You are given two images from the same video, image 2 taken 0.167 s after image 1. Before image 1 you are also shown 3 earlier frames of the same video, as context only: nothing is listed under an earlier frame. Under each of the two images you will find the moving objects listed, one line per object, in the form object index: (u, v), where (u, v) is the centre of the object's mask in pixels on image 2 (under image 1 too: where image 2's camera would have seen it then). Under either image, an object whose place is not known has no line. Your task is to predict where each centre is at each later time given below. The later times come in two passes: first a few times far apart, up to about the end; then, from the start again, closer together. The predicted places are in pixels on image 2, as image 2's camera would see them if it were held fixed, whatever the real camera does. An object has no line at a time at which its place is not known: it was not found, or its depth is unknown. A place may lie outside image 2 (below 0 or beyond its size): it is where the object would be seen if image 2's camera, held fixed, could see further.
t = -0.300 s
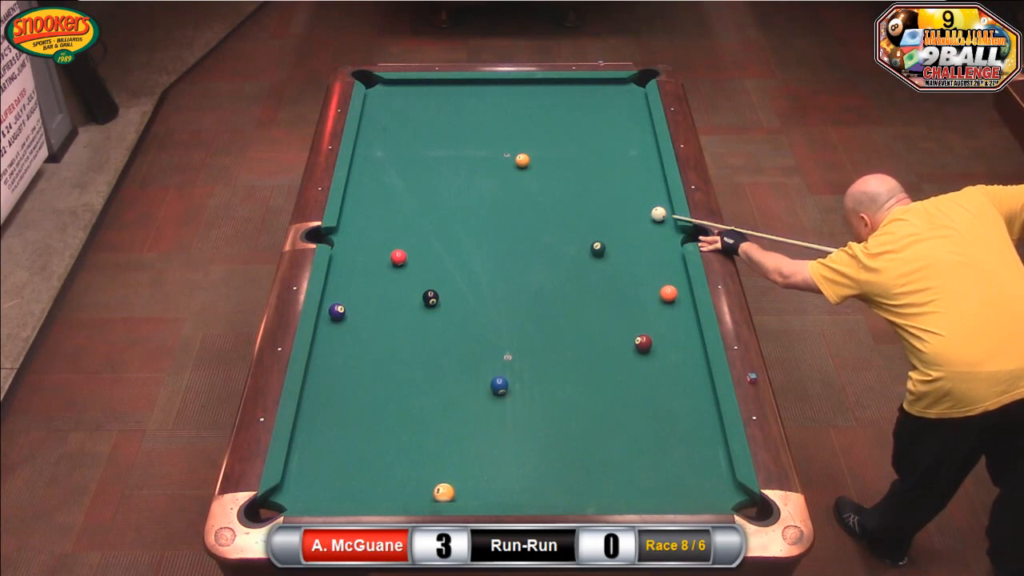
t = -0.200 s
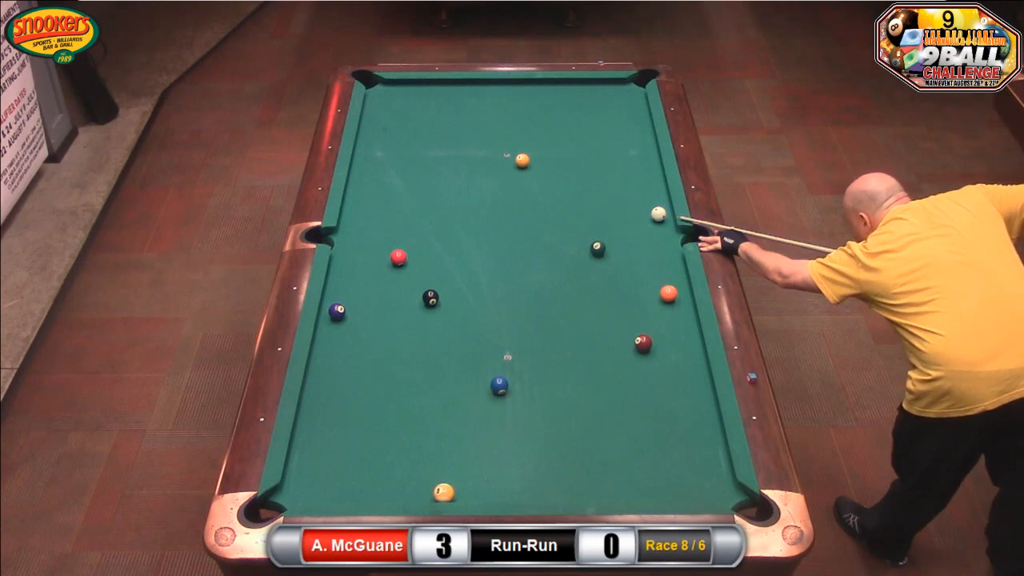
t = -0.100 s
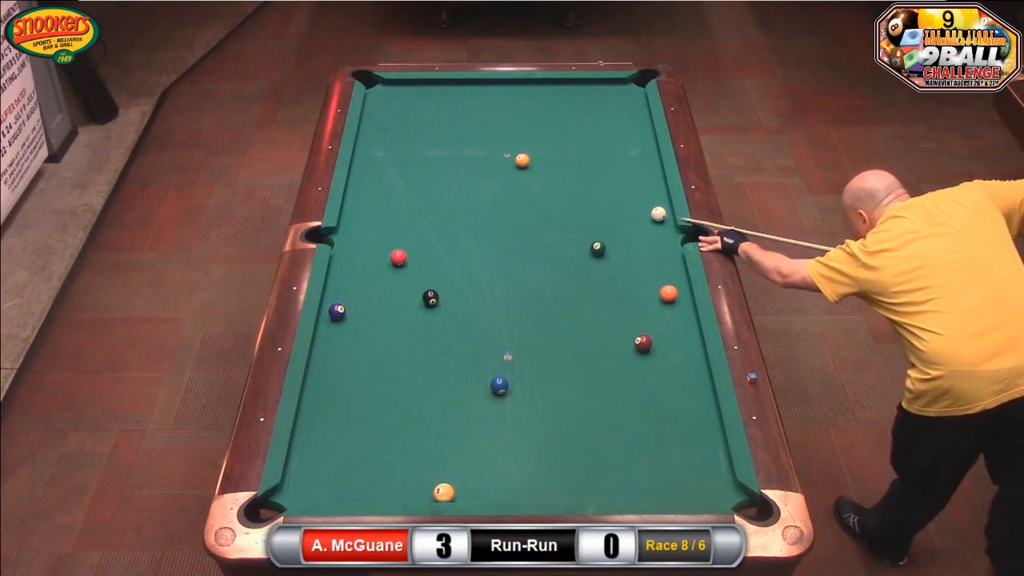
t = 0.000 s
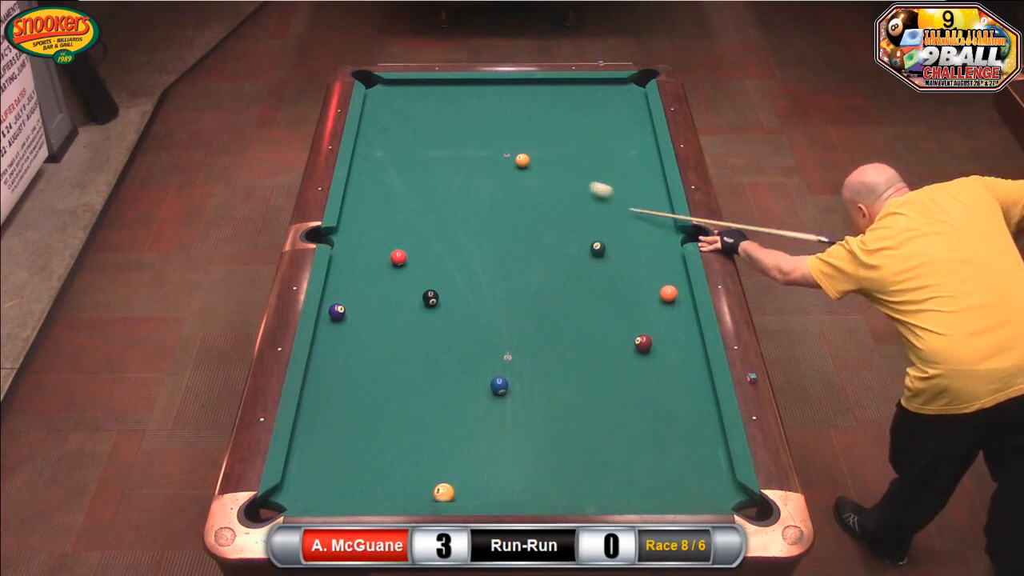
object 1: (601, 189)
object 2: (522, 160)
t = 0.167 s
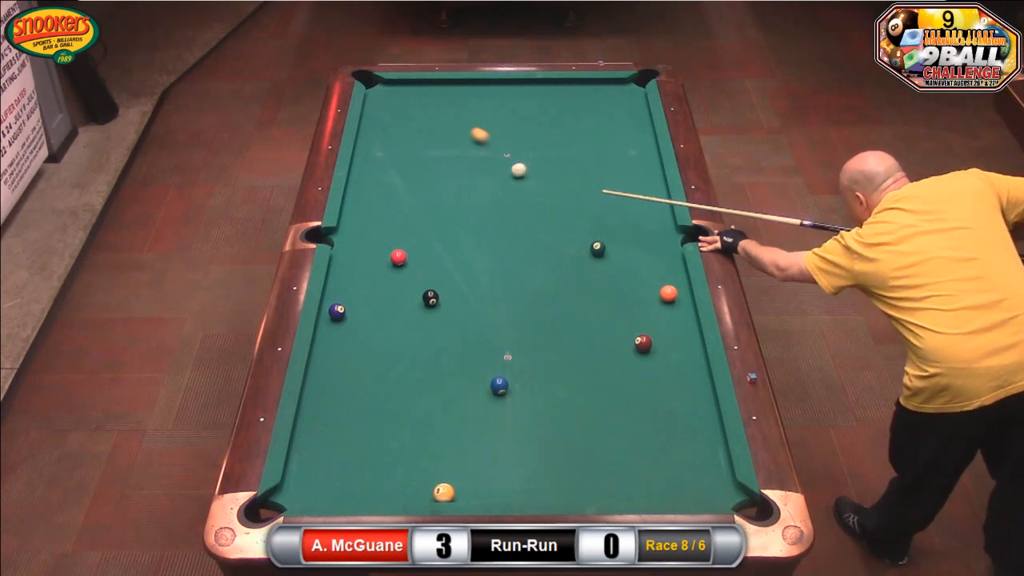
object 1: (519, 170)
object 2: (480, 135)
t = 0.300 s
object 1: (496, 174)
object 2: (419, 101)
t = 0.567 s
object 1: (450, 183)
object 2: (399, 91)
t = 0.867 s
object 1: (398, 193)
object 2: (459, 99)
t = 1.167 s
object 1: (348, 202)
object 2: (518, 107)
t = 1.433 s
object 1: (373, 212)
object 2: (570, 114)
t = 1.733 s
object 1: (400, 223)
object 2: (628, 121)
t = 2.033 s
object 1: (426, 234)
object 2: (629, 124)
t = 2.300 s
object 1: (448, 243)
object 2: (605, 123)
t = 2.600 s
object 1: (471, 253)
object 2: (580, 123)
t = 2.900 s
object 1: (494, 263)
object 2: (557, 123)
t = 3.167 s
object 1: (513, 271)
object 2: (538, 123)
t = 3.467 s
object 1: (533, 279)
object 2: (519, 123)
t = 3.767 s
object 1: (552, 286)
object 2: (501, 122)
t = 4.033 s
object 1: (568, 293)
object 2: (487, 122)
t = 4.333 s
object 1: (584, 299)
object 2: (473, 122)
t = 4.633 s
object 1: (598, 304)
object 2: (461, 122)
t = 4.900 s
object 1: (609, 308)
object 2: (451, 121)
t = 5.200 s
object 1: (620, 312)
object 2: (443, 121)
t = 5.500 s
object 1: (629, 315)
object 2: (436, 121)
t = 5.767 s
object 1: (635, 317)
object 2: (431, 122)
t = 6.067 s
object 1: (640, 319)
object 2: (427, 122)
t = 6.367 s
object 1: (642, 320)
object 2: (425, 122)
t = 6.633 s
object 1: (642, 320)
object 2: (425, 122)
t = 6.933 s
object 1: (642, 320)
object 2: (425, 122)
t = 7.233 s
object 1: (642, 320)
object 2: (425, 122)
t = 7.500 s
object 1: (642, 320)
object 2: (425, 122)
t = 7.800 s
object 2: (425, 122)
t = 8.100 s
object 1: (642, 320)
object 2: (425, 122)
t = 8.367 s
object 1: (642, 320)
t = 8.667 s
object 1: (642, 320)
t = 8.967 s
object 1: (642, 320)
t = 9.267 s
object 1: (642, 320)
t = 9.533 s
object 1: (642, 320)
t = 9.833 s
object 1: (642, 320)
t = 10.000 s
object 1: (642, 320)
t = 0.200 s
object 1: (513, 171)
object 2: (463, 126)
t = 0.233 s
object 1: (507, 172)
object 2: (448, 117)
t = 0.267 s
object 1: (502, 173)
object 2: (433, 109)
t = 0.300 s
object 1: (496, 174)
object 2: (419, 101)
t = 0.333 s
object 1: (490, 175)
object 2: (405, 93)
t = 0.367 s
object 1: (484, 176)
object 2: (392, 86)
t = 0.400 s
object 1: (478, 178)
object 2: (381, 83)
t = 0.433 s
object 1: (472, 179)
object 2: (372, 87)
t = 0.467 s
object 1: (467, 180)
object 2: (377, 88)
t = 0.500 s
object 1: (461, 181)
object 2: (385, 89)
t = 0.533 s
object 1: (455, 182)
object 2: (392, 90)
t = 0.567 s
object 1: (450, 183)
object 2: (399, 91)
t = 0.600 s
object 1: (444, 184)
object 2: (406, 92)
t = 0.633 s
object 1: (438, 185)
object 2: (413, 93)
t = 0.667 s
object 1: (432, 186)
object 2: (419, 94)
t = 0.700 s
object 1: (426, 187)
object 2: (426, 95)
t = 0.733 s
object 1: (421, 188)
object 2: (433, 96)
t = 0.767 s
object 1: (415, 189)
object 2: (439, 97)
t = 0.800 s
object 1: (410, 191)
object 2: (446, 98)
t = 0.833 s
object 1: (404, 192)
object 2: (452, 98)
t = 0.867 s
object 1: (398, 193)
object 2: (459, 99)
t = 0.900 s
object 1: (393, 194)
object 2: (466, 100)
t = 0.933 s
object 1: (387, 195)
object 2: (472, 101)
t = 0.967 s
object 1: (381, 196)
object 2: (478, 101)
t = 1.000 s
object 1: (376, 197)
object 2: (485, 102)
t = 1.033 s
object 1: (370, 198)
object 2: (492, 103)
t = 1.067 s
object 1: (364, 199)
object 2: (498, 104)
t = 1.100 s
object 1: (359, 200)
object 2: (505, 105)
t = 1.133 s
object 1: (353, 201)
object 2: (511, 106)
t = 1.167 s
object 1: (348, 202)
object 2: (518, 107)
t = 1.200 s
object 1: (351, 203)
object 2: (524, 107)
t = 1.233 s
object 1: (354, 205)
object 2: (531, 109)
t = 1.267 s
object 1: (358, 206)
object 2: (537, 109)
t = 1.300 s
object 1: (361, 207)
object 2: (544, 110)
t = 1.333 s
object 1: (363, 208)
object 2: (551, 111)
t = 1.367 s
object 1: (367, 210)
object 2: (557, 112)
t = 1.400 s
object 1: (370, 211)
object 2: (563, 113)
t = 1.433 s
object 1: (373, 212)
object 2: (570, 114)
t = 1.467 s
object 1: (376, 214)
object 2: (576, 114)
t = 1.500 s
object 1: (379, 215)
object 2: (583, 115)
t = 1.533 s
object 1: (382, 216)
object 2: (589, 116)
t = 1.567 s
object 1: (385, 217)
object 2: (596, 117)
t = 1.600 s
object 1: (388, 218)
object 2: (602, 118)
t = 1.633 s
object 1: (391, 219)
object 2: (608, 119)
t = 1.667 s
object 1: (394, 221)
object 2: (615, 120)
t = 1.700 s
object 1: (397, 222)
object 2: (621, 120)
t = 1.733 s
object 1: (400, 223)
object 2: (628, 121)
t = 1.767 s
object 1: (402, 224)
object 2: (634, 122)
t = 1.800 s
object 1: (405, 226)
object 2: (640, 123)
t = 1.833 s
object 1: (408, 227)
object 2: (646, 124)
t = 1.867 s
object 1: (411, 228)
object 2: (645, 124)
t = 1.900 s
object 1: (414, 229)
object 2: (641, 124)
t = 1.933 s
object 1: (417, 230)
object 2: (638, 124)
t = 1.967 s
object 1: (420, 232)
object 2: (635, 124)
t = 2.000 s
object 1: (423, 233)
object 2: (632, 124)
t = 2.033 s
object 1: (426, 234)
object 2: (629, 124)
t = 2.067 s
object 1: (428, 235)
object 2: (626, 124)
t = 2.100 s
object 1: (431, 236)
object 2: (623, 124)
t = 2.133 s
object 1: (434, 237)
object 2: (620, 124)
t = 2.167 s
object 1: (437, 238)
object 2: (617, 124)
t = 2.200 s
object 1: (439, 239)
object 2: (614, 123)
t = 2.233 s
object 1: (442, 241)
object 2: (611, 123)
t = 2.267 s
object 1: (445, 242)
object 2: (608, 124)
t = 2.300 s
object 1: (448, 243)
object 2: (605, 123)
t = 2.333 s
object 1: (450, 244)
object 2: (602, 123)
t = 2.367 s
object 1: (453, 245)
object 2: (599, 123)
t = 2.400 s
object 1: (456, 246)
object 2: (596, 123)
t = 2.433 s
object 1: (458, 248)
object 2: (594, 123)
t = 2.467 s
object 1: (461, 248)
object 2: (591, 123)
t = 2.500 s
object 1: (464, 250)
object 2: (588, 123)
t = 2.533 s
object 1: (466, 251)
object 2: (586, 123)
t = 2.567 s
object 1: (469, 252)
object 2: (583, 123)
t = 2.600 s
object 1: (471, 253)
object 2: (580, 123)
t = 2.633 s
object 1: (474, 254)
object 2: (578, 123)
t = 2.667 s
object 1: (477, 255)
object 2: (575, 123)
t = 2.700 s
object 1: (479, 256)
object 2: (572, 123)
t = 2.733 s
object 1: (482, 257)
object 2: (570, 123)
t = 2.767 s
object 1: (484, 258)
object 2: (567, 123)
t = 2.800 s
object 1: (487, 259)
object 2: (565, 123)
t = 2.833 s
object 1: (489, 260)
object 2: (562, 123)
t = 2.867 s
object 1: (492, 261)
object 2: (560, 123)
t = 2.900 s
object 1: (494, 263)
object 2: (557, 123)
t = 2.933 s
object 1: (496, 264)
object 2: (555, 123)
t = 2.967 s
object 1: (499, 265)
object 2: (552, 123)
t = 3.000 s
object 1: (501, 266)
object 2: (550, 123)
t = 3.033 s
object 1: (504, 267)
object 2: (547, 123)
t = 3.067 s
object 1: (506, 267)
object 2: (545, 123)
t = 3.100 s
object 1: (508, 269)
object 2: (543, 123)
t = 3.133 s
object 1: (511, 269)
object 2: (540, 123)
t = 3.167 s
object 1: (513, 271)
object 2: (538, 123)
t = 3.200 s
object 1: (516, 271)
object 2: (536, 123)
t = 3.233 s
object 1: (518, 272)
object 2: (534, 123)
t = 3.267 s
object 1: (520, 273)
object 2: (531, 123)
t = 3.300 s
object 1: (522, 274)
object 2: (529, 123)
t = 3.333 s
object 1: (525, 275)
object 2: (527, 123)
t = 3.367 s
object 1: (527, 276)
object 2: (525, 123)
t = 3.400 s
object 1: (529, 277)
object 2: (523, 123)
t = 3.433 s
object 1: (531, 278)
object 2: (521, 123)
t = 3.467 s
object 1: (533, 279)
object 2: (519, 123)
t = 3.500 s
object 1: (536, 279)
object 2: (517, 123)
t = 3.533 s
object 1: (538, 280)
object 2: (515, 123)
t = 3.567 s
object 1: (540, 282)
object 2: (512, 123)
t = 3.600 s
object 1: (542, 282)
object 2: (511, 123)
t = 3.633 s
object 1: (544, 283)
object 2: (508, 123)
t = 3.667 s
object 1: (546, 284)
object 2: (507, 123)
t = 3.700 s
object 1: (548, 285)
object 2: (505, 123)
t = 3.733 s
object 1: (550, 286)
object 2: (503, 123)
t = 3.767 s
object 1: (552, 286)
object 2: (501, 122)
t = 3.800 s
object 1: (554, 287)
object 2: (499, 122)
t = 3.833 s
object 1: (556, 288)
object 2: (498, 122)
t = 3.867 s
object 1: (558, 289)
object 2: (496, 122)
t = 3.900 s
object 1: (560, 289)
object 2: (494, 122)
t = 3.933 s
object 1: (562, 290)
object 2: (492, 122)
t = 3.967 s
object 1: (564, 291)
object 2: (490, 122)
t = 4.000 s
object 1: (566, 292)
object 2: (489, 122)
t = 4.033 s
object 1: (568, 293)
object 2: (487, 122)
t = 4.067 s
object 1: (569, 293)
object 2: (485, 122)
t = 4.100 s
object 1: (572, 294)
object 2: (484, 122)
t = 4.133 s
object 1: (573, 295)
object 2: (482, 122)
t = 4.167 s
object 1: (575, 295)
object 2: (481, 122)
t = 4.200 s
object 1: (577, 296)
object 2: (479, 122)
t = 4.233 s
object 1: (579, 297)
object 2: (478, 122)
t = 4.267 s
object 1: (580, 298)
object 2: (476, 122)
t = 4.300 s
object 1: (582, 298)
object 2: (474, 122)
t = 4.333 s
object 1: (584, 299)
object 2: (473, 122)
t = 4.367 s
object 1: (585, 299)
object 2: (471, 122)
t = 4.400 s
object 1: (587, 300)
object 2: (470, 122)
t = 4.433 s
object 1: (589, 300)
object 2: (469, 122)
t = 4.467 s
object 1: (590, 301)
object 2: (467, 122)
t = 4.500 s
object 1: (592, 302)
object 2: (466, 122)
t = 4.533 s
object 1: (593, 302)
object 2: (465, 122)
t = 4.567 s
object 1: (595, 303)
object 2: (463, 122)
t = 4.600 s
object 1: (596, 303)
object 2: (462, 122)
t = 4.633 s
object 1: (598, 304)
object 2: (461, 122)
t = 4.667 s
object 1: (599, 305)
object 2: (460, 121)
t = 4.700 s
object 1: (601, 305)
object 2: (458, 121)
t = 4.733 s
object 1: (602, 306)
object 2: (457, 121)
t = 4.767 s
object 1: (604, 306)
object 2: (456, 121)
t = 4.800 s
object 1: (605, 307)
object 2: (455, 121)
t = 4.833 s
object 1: (607, 307)
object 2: (454, 121)
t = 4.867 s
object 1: (608, 308)
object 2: (453, 121)
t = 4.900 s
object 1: (609, 308)
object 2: (451, 121)
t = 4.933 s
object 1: (610, 309)
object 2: (450, 121)
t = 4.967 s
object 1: (612, 309)
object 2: (450, 121)
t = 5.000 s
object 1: (613, 309)
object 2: (448, 121)
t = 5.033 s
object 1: (614, 310)
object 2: (447, 121)
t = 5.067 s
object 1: (615, 310)
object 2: (447, 121)
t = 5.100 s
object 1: (617, 311)
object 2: (446, 121)
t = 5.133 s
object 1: (618, 311)
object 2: (445, 121)
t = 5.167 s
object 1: (619, 311)
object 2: (444, 121)
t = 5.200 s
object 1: (620, 312)
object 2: (443, 121)
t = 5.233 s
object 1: (621, 312)
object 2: (442, 121)
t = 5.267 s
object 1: (622, 313)
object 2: (441, 121)
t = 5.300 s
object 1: (623, 313)
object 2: (440, 121)
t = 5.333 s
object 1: (624, 313)
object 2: (439, 121)
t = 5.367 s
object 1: (625, 314)
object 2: (439, 121)
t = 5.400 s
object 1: (626, 314)
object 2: (438, 121)
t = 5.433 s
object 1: (627, 314)
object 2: (437, 121)
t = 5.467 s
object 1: (628, 315)
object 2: (436, 121)
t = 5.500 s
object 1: (629, 315)
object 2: (436, 121)
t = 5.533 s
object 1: (630, 315)
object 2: (435, 121)
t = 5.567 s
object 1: (631, 315)
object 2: (434, 122)
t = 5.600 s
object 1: (632, 316)
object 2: (434, 122)
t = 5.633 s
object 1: (632, 316)
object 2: (433, 122)
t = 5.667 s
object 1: (633, 316)
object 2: (433, 122)
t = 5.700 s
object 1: (634, 317)
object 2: (432, 122)
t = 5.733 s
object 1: (634, 317)
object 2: (431, 122)
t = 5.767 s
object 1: (635, 317)
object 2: (431, 122)
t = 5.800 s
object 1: (636, 317)
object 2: (430, 122)
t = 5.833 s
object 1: (637, 317)
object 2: (430, 122)
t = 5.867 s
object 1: (637, 318)
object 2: (429, 122)
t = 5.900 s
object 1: (638, 318)
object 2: (429, 122)
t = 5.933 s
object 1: (638, 318)
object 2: (429, 122)
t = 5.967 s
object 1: (639, 318)
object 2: (428, 122)
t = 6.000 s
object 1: (639, 318)
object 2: (428, 122)
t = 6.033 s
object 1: (640, 319)
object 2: (428, 122)
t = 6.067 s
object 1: (640, 319)
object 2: (427, 122)
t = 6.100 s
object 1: (640, 319)
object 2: (427, 122)
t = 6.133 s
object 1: (641, 319)
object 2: (427, 122)
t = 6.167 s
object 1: (641, 319)
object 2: (426, 122)
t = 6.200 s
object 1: (641, 320)
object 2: (426, 122)
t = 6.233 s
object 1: (642, 320)
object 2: (426, 122)
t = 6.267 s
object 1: (642, 320)
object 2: (426, 122)
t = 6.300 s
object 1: (642, 320)
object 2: (426, 122)
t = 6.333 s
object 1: (642, 320)
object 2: (425, 122)
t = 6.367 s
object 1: (642, 320)
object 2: (425, 122)
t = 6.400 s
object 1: (642, 320)
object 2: (425, 122)
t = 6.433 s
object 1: (642, 320)
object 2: (425, 122)
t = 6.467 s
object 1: (642, 320)
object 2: (425, 122)
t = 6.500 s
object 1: (642, 320)
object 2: (425, 122)
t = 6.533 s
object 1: (642, 320)
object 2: (425, 122)
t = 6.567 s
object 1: (642, 320)
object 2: (425, 122)
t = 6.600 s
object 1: (642, 320)
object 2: (425, 122)
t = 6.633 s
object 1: (642, 320)
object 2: (425, 122)
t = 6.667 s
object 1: (642, 320)
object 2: (425, 122)
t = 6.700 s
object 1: (642, 320)
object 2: (425, 122)
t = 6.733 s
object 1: (642, 320)
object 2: (425, 122)
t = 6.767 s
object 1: (642, 320)
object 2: (425, 122)
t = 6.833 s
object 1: (642, 320)
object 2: (425, 122)
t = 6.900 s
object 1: (642, 320)
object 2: (425, 122)
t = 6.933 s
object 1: (642, 320)
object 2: (425, 122)
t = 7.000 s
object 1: (642, 320)
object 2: (425, 122)
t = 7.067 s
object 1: (642, 320)
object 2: (425, 122)
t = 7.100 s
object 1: (642, 320)
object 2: (425, 122)
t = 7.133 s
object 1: (642, 320)
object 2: (425, 122)
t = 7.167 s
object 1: (642, 320)
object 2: (425, 122)
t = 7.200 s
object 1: (642, 320)
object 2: (425, 122)
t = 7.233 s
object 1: (642, 320)
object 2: (425, 122)
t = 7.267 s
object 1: (642, 320)
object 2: (425, 122)
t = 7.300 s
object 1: (642, 320)
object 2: (425, 122)
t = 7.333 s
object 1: (642, 320)
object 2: (425, 122)
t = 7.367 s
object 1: (642, 320)
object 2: (425, 122)
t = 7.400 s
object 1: (642, 320)
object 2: (425, 122)
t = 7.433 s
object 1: (642, 320)
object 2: (425, 122)
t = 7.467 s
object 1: (642, 320)
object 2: (425, 122)
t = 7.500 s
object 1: (642, 320)
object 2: (425, 122)
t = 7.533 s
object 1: (642, 320)
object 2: (425, 122)
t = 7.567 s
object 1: (642, 320)
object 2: (425, 122)
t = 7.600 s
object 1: (642, 320)
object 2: (425, 122)
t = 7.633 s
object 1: (642, 320)
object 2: (425, 122)
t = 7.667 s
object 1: (642, 320)
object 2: (425, 122)
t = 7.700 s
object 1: (642, 320)
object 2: (425, 122)
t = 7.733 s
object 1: (644, 319)
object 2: (425, 122)
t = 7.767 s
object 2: (425, 122)
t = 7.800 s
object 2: (425, 122)
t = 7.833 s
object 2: (425, 122)
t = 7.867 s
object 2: (425, 122)
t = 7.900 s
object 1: (640, 319)
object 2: (425, 122)
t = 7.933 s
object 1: (642, 320)
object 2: (425, 122)
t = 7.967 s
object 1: (642, 320)
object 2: (425, 122)
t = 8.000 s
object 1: (642, 320)
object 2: (425, 122)
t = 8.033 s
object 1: (642, 320)
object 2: (425, 122)
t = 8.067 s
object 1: (642, 320)
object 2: (425, 122)
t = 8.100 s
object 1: (642, 320)
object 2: (425, 122)
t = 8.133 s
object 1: (642, 320)
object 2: (425, 122)
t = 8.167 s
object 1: (642, 320)
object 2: (425, 122)
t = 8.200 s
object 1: (642, 320)
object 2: (425, 122)
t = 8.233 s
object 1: (642, 320)
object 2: (425, 122)
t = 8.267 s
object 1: (642, 320)
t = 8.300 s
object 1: (642, 320)
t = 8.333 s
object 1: (642, 320)
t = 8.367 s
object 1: (642, 320)
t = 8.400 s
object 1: (642, 320)
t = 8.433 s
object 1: (642, 320)
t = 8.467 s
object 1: (642, 320)
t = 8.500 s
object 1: (642, 320)
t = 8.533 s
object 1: (642, 320)
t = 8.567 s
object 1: (642, 320)
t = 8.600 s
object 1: (642, 320)
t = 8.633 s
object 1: (642, 320)
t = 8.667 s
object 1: (642, 320)
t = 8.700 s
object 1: (642, 320)
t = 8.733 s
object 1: (642, 320)
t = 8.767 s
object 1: (642, 320)
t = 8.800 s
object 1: (642, 320)
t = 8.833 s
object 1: (642, 320)
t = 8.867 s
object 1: (642, 320)
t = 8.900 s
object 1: (642, 320)
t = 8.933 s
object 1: (642, 320)
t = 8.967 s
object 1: (642, 320)
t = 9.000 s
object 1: (642, 320)
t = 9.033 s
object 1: (642, 320)
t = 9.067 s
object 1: (642, 320)
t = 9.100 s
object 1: (642, 320)
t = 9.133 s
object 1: (642, 320)
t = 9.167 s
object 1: (642, 320)
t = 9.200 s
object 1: (642, 320)
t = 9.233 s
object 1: (642, 320)
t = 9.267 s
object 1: (642, 320)
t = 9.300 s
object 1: (642, 320)
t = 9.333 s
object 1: (642, 320)
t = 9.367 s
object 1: (642, 320)
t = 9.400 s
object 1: (642, 320)
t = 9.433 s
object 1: (642, 320)
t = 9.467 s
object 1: (642, 320)
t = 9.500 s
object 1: (642, 320)
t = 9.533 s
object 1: (642, 320)
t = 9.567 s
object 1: (642, 320)
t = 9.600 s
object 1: (642, 320)
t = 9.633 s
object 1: (642, 320)
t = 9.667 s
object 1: (642, 320)
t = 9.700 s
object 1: (642, 320)
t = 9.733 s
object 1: (642, 320)
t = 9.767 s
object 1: (642, 320)
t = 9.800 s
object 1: (642, 320)
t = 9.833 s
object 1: (642, 320)
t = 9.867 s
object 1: (642, 320)
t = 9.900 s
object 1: (642, 320)
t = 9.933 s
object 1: (642, 320)
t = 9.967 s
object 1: (642, 320)
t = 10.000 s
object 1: (642, 320)
